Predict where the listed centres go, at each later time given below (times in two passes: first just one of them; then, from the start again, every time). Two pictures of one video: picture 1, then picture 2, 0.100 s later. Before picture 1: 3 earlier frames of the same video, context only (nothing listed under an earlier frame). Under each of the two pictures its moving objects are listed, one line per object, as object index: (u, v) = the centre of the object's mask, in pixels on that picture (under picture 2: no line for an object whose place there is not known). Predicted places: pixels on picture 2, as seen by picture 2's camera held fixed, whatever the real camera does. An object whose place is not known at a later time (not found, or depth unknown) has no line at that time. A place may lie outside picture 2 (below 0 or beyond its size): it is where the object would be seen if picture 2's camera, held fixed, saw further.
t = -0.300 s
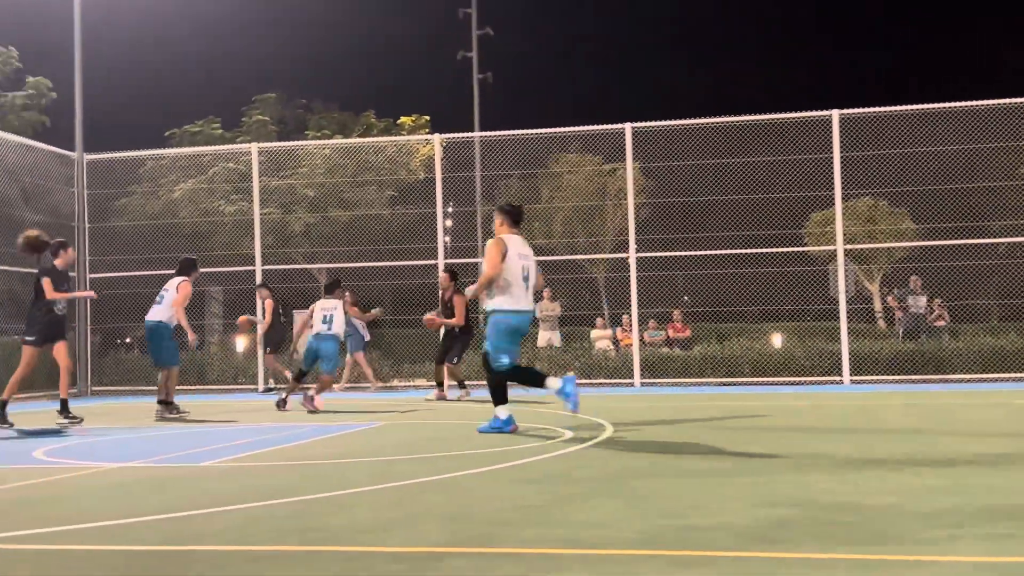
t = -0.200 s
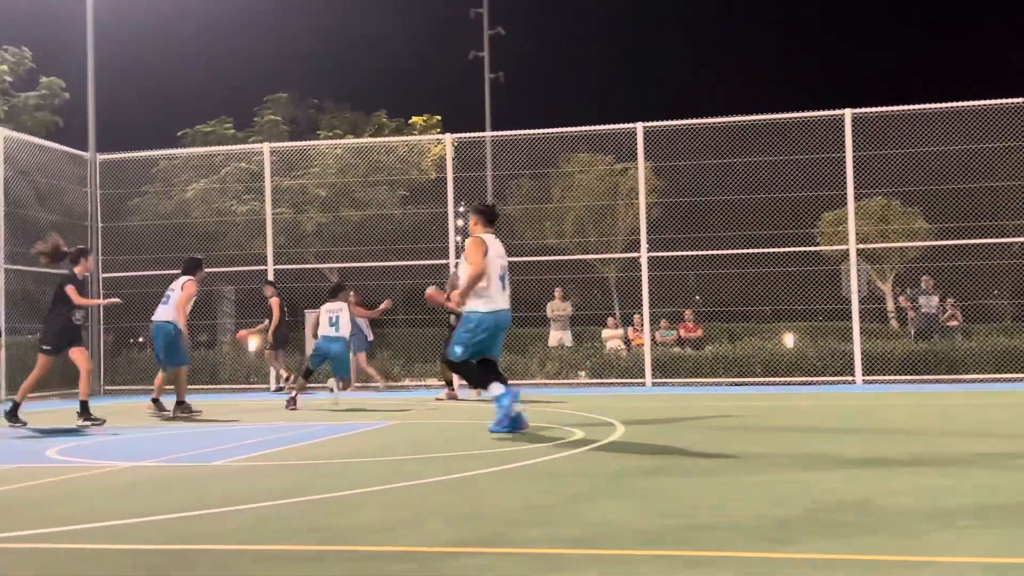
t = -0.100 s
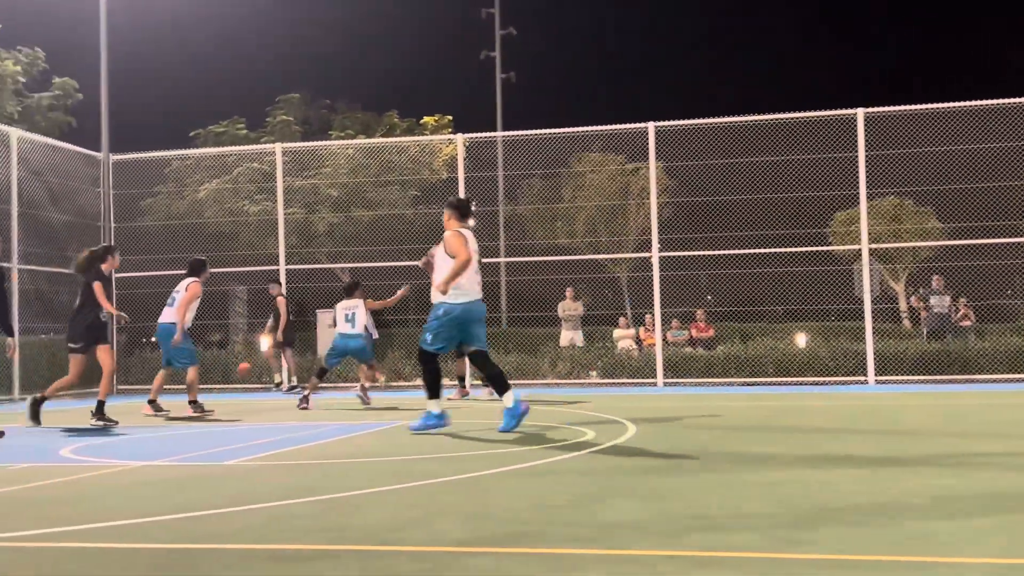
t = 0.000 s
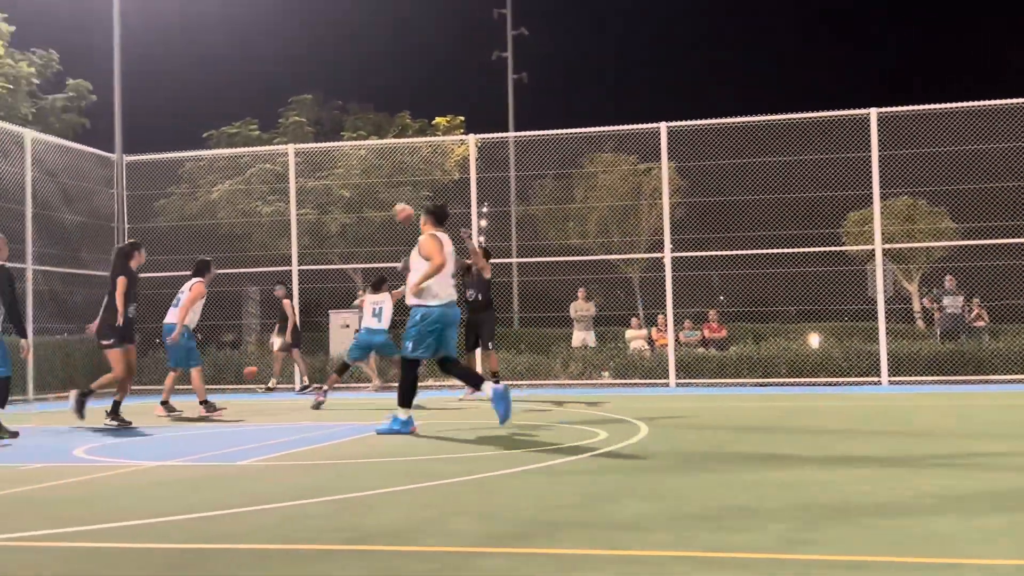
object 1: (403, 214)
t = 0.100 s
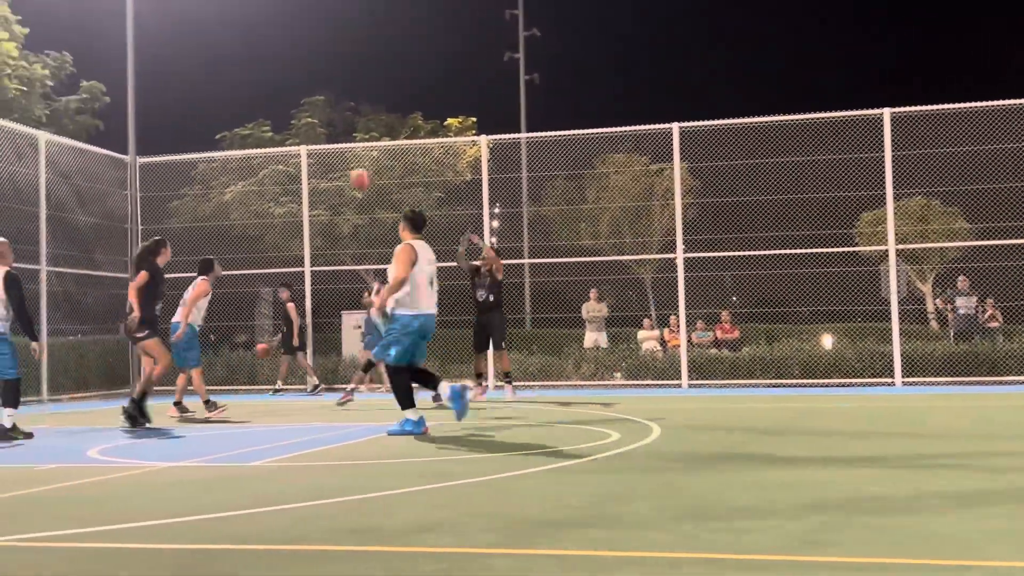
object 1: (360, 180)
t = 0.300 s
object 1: (240, 130)
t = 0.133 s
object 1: (342, 169)
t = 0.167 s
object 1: (323, 159)
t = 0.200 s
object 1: (302, 151)
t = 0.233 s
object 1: (281, 143)
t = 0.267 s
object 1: (260, 136)
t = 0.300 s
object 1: (240, 130)
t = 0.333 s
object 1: (218, 125)
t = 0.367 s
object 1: (195, 119)
